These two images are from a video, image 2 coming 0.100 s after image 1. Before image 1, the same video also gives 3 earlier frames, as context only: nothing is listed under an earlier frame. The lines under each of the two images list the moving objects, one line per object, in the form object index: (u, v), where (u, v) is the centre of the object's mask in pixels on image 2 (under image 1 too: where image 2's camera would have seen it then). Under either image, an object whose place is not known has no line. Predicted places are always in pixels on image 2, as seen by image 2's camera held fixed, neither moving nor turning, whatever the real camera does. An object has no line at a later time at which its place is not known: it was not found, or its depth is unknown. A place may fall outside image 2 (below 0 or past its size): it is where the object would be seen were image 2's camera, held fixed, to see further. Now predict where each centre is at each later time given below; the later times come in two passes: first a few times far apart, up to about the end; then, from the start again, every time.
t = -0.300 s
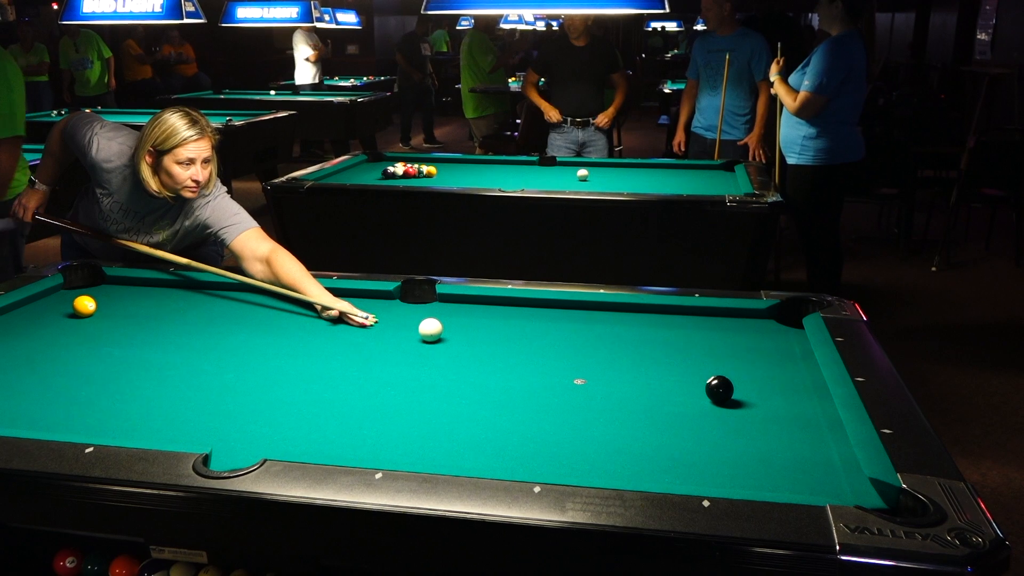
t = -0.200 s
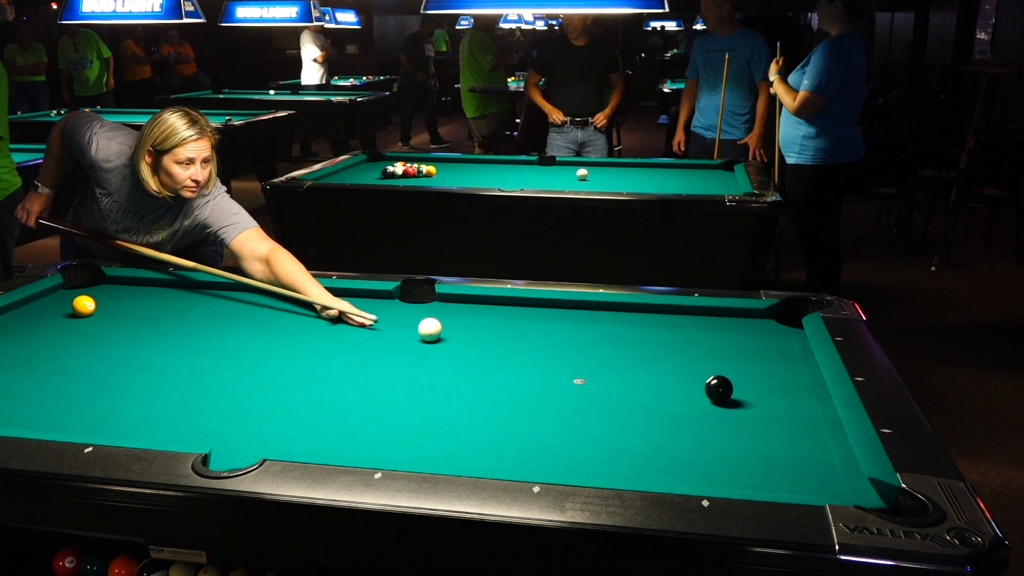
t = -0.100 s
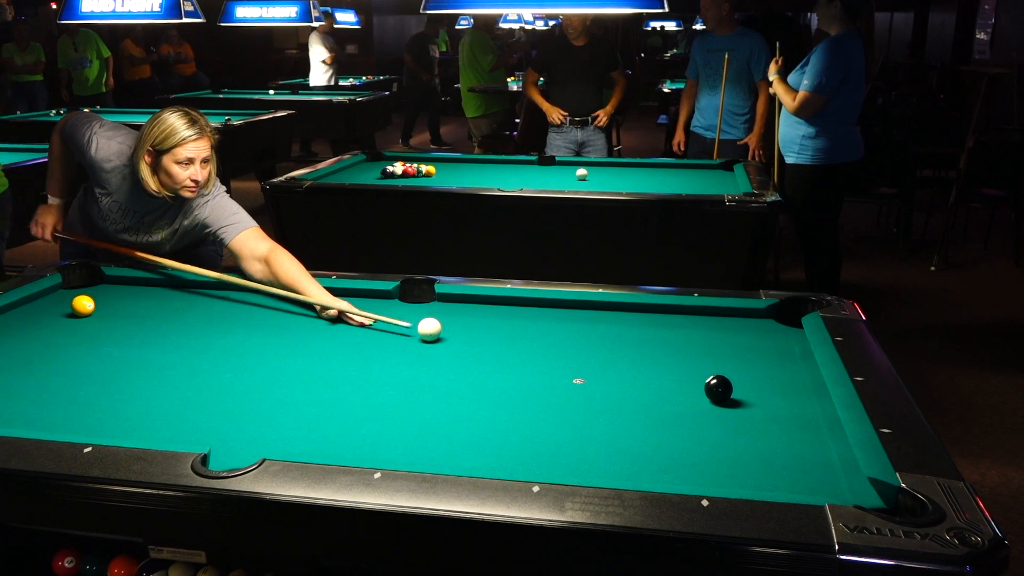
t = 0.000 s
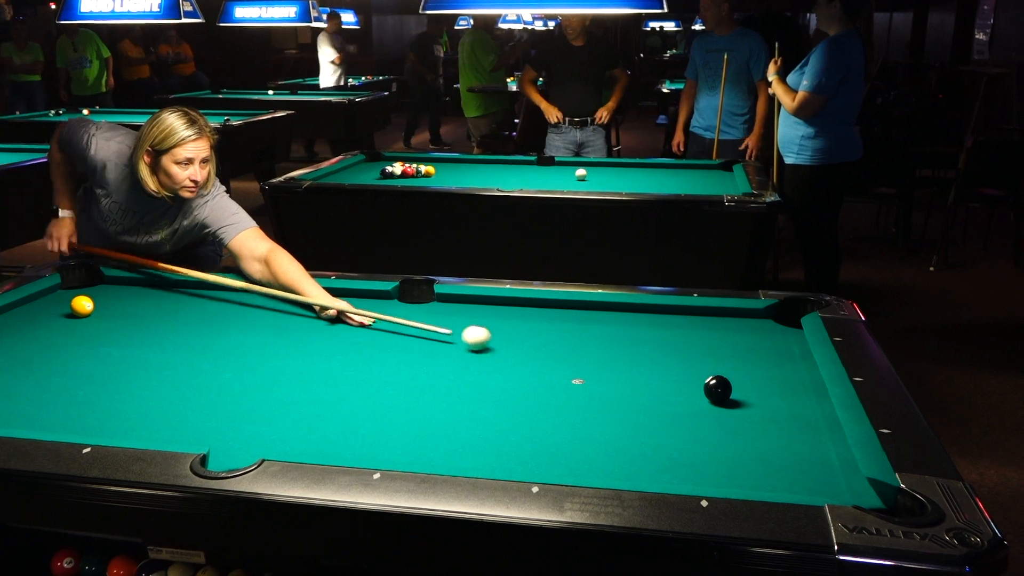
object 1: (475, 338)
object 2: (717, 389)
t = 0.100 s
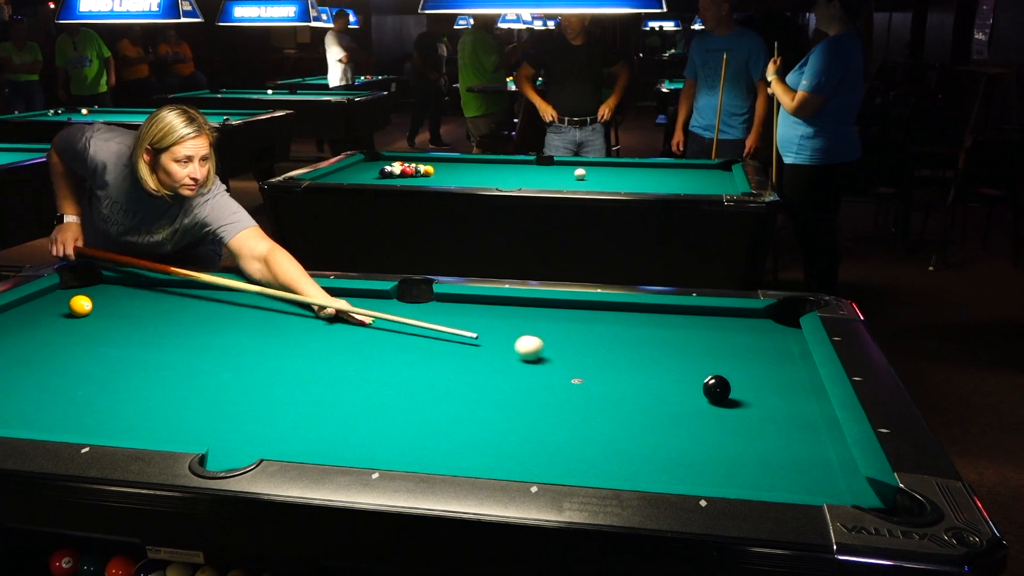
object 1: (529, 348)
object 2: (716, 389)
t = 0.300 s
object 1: (629, 366)
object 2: (716, 389)
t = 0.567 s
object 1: (737, 376)
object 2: (760, 408)
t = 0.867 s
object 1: (793, 372)
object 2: (826, 442)
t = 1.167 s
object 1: (743, 364)
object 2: (796, 459)
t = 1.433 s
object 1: (704, 359)
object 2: (769, 473)
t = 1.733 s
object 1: (663, 354)
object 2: (740, 481)
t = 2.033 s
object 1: (628, 349)
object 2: (715, 474)
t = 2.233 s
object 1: (607, 347)
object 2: (701, 470)
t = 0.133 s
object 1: (546, 351)
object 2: (716, 389)
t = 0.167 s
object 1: (562, 354)
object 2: (717, 389)
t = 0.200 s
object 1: (578, 357)
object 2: (716, 389)
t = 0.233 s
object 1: (595, 360)
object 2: (716, 389)
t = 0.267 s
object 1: (612, 363)
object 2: (716, 389)
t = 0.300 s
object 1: (629, 366)
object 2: (716, 389)
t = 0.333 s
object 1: (647, 370)
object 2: (716, 389)
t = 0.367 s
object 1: (665, 373)
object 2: (716, 389)
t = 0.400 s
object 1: (683, 376)
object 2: (717, 389)
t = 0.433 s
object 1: (698, 378)
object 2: (719, 390)
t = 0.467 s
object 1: (707, 377)
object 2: (730, 395)
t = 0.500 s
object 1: (717, 377)
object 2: (740, 399)
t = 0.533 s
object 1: (727, 376)
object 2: (751, 403)
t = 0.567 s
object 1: (737, 376)
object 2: (760, 408)
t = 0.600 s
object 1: (747, 376)
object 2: (768, 412)
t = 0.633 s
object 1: (757, 375)
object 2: (777, 416)
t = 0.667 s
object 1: (767, 375)
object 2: (786, 420)
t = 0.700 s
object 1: (777, 375)
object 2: (795, 424)
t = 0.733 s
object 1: (787, 375)
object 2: (804, 428)
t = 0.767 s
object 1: (796, 374)
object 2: (813, 433)
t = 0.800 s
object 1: (805, 374)
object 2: (822, 436)
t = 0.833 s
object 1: (799, 373)
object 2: (830, 441)
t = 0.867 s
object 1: (793, 372)
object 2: (826, 442)
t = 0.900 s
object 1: (787, 371)
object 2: (823, 444)
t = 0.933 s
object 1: (781, 370)
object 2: (819, 446)
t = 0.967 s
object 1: (776, 369)
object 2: (816, 448)
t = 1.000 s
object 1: (770, 368)
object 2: (813, 449)
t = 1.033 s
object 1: (765, 368)
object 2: (809, 452)
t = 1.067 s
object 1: (759, 367)
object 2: (806, 454)
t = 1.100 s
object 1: (754, 366)
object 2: (803, 455)
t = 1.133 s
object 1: (749, 365)
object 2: (799, 457)
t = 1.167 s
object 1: (743, 364)
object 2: (796, 459)
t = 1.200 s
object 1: (738, 364)
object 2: (793, 461)
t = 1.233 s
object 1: (733, 363)
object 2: (789, 463)
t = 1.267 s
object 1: (728, 362)
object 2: (786, 465)
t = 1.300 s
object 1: (723, 362)
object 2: (782, 466)
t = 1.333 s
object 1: (718, 361)
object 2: (779, 468)
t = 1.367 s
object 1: (713, 360)
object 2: (776, 470)
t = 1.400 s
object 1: (708, 360)
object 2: (773, 472)
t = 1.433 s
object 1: (704, 359)
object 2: (769, 473)
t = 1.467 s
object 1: (699, 358)
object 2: (766, 475)
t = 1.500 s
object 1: (694, 358)
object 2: (762, 476)
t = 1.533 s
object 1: (690, 357)
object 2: (759, 477)
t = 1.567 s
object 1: (685, 356)
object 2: (756, 478)
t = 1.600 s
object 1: (681, 356)
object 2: (753, 479)
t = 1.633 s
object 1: (676, 355)
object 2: (749, 480)
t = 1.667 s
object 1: (672, 355)
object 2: (746, 480)
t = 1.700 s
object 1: (668, 354)
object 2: (743, 481)
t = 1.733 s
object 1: (663, 354)
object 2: (740, 481)
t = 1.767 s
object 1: (659, 353)
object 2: (737, 480)
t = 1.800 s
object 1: (655, 353)
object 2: (734, 479)
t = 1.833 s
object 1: (651, 352)
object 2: (731, 478)
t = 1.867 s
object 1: (647, 352)
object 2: (728, 478)
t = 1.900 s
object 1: (644, 351)
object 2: (725, 477)
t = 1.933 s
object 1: (640, 351)
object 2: (723, 476)
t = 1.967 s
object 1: (636, 350)
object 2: (720, 476)
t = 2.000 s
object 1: (632, 350)
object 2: (717, 475)
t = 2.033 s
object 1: (628, 349)
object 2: (715, 474)
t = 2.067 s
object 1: (625, 349)
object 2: (712, 474)
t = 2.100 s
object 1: (621, 348)
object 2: (710, 473)
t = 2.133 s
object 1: (618, 348)
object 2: (708, 472)
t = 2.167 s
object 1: (614, 348)
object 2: (705, 471)
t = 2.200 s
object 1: (611, 347)
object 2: (703, 471)
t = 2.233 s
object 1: (607, 347)
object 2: (701, 470)
